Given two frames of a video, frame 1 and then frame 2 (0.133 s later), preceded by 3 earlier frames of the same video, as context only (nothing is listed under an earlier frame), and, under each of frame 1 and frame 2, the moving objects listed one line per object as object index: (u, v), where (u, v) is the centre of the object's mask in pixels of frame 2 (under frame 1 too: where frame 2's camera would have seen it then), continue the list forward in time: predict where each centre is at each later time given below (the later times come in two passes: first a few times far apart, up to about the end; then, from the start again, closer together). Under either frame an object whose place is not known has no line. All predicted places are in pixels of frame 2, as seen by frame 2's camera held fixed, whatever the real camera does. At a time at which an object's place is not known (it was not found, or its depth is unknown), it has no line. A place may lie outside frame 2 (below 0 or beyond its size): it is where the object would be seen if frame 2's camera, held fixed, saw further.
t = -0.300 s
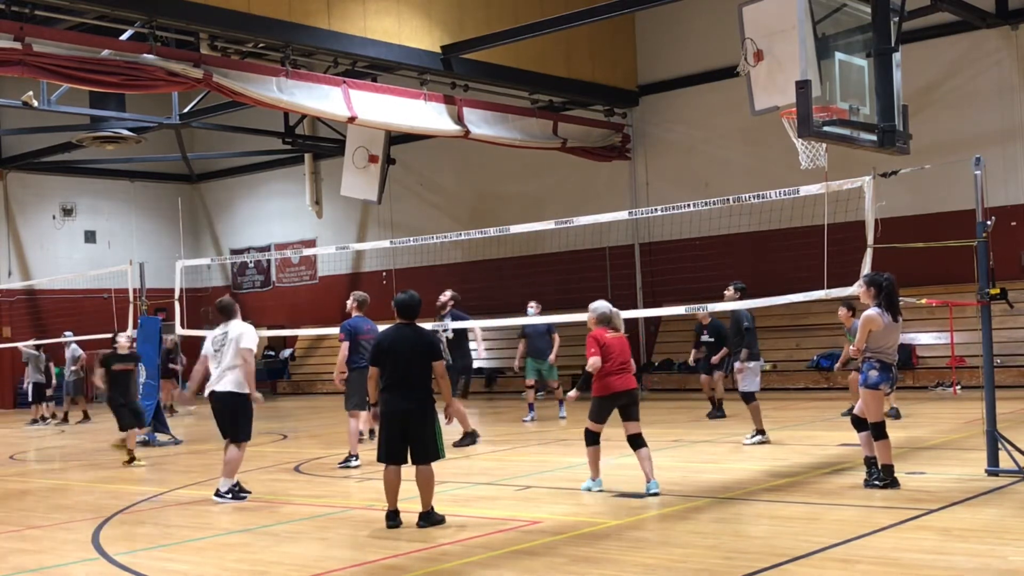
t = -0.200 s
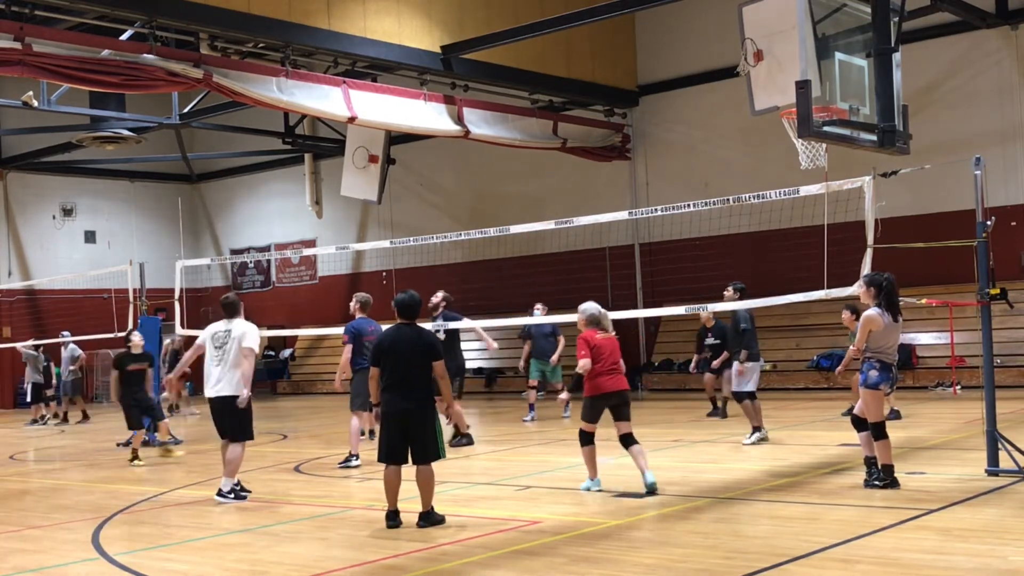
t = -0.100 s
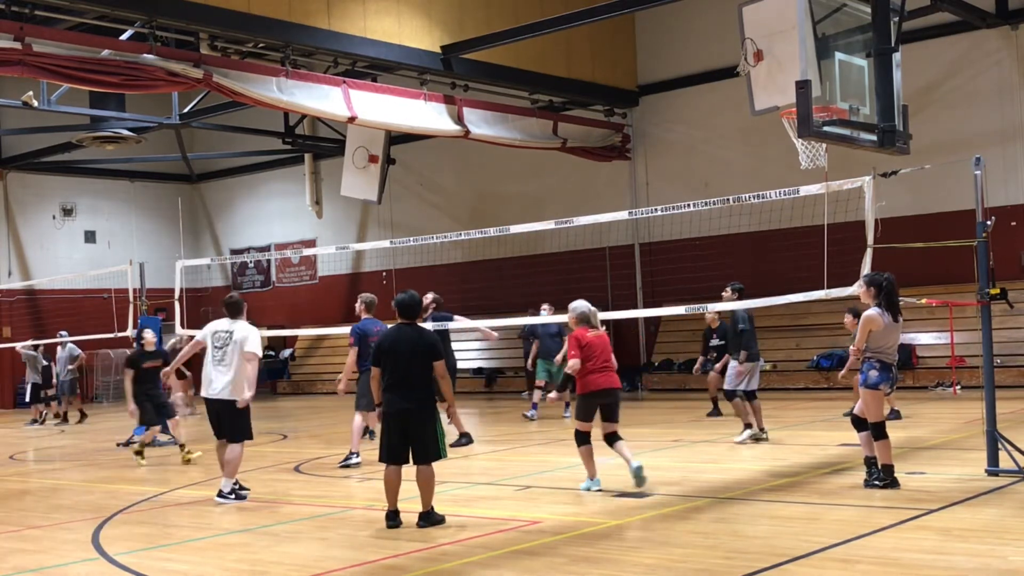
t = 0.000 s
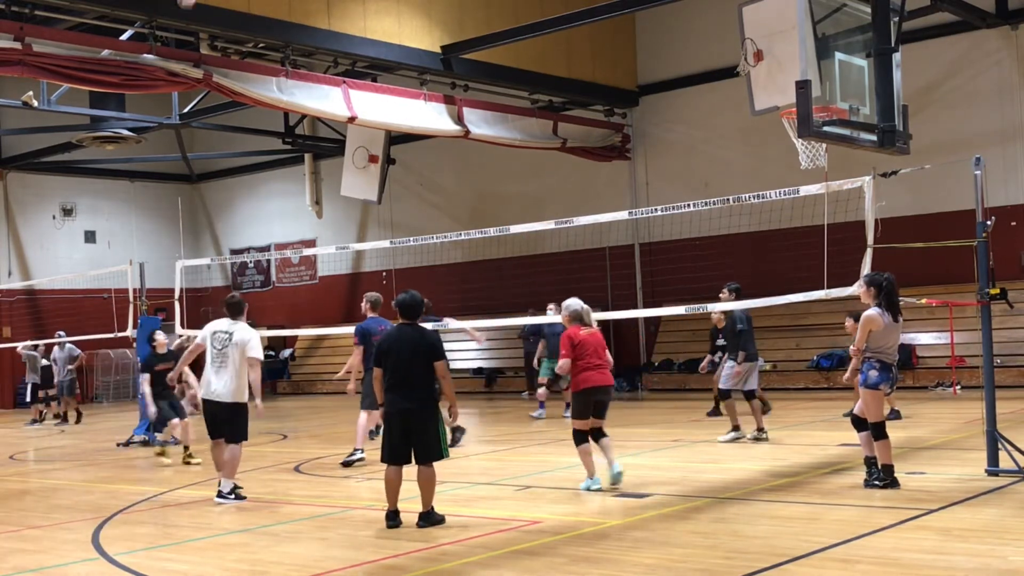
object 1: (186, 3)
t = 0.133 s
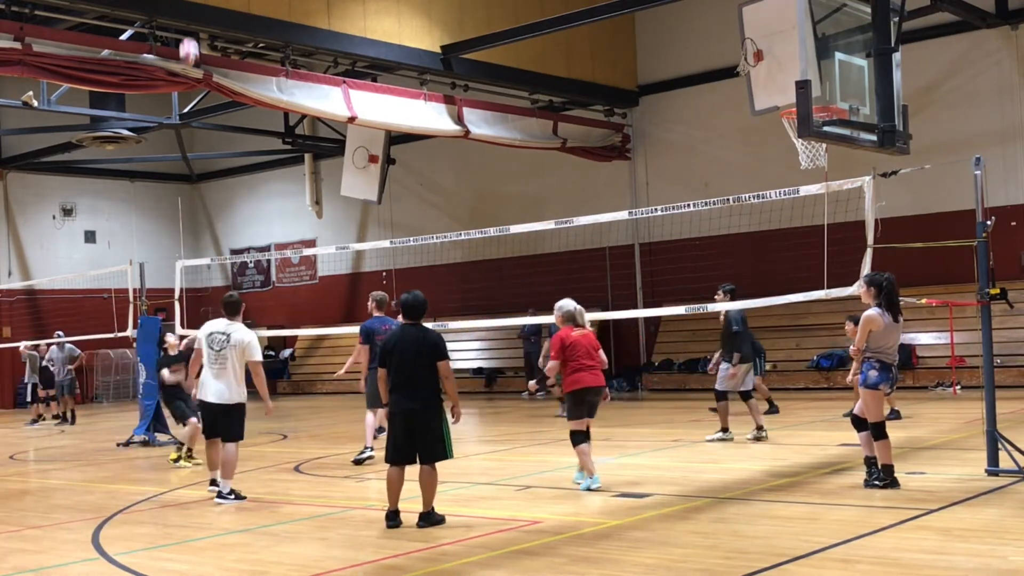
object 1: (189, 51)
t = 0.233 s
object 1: (191, 102)
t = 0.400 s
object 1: (195, 201)
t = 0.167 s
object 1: (189, 67)
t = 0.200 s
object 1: (190, 85)
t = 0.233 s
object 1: (191, 102)
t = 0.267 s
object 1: (191, 121)
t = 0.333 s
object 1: (193, 161)
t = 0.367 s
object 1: (194, 179)
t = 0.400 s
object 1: (195, 201)
